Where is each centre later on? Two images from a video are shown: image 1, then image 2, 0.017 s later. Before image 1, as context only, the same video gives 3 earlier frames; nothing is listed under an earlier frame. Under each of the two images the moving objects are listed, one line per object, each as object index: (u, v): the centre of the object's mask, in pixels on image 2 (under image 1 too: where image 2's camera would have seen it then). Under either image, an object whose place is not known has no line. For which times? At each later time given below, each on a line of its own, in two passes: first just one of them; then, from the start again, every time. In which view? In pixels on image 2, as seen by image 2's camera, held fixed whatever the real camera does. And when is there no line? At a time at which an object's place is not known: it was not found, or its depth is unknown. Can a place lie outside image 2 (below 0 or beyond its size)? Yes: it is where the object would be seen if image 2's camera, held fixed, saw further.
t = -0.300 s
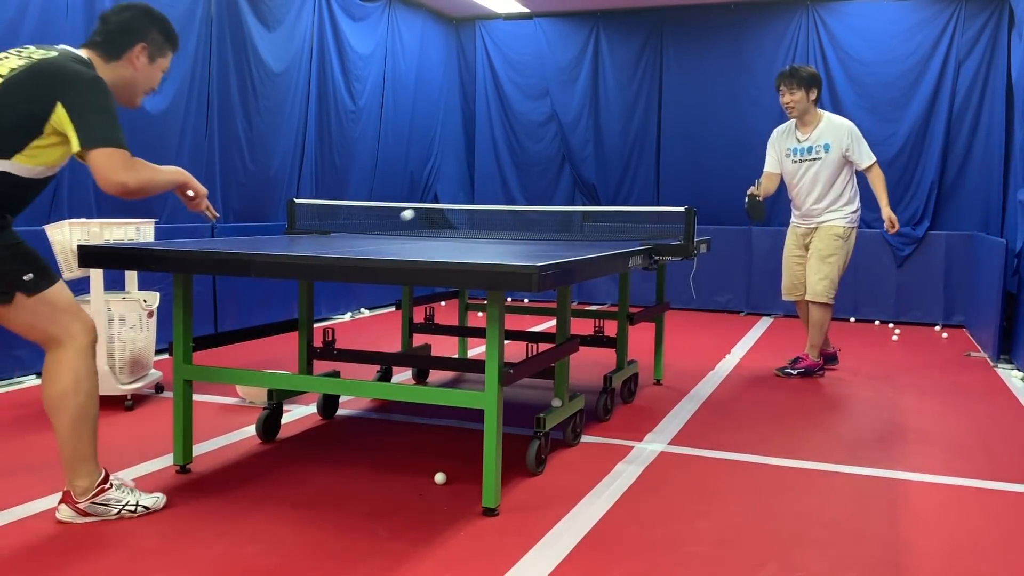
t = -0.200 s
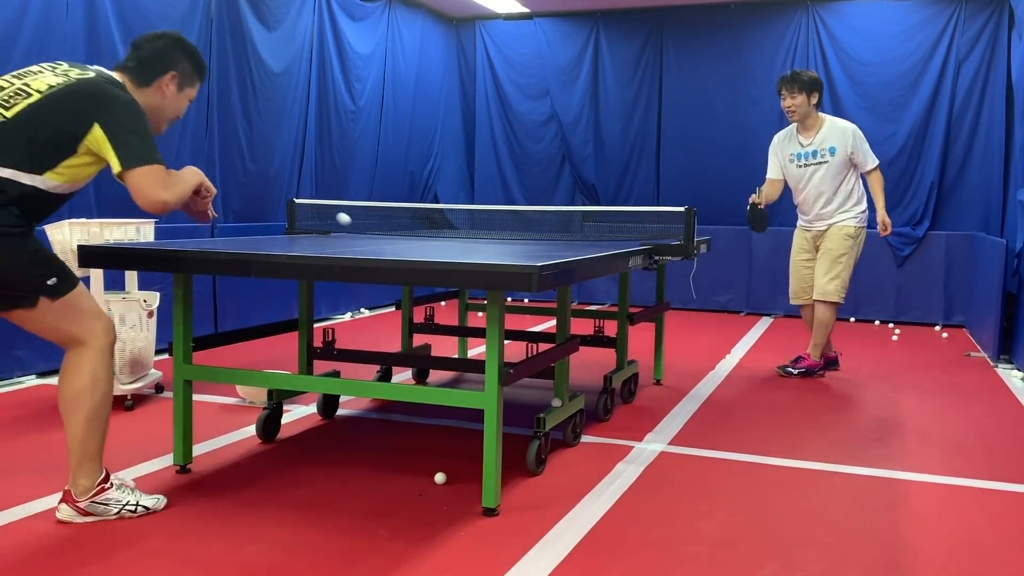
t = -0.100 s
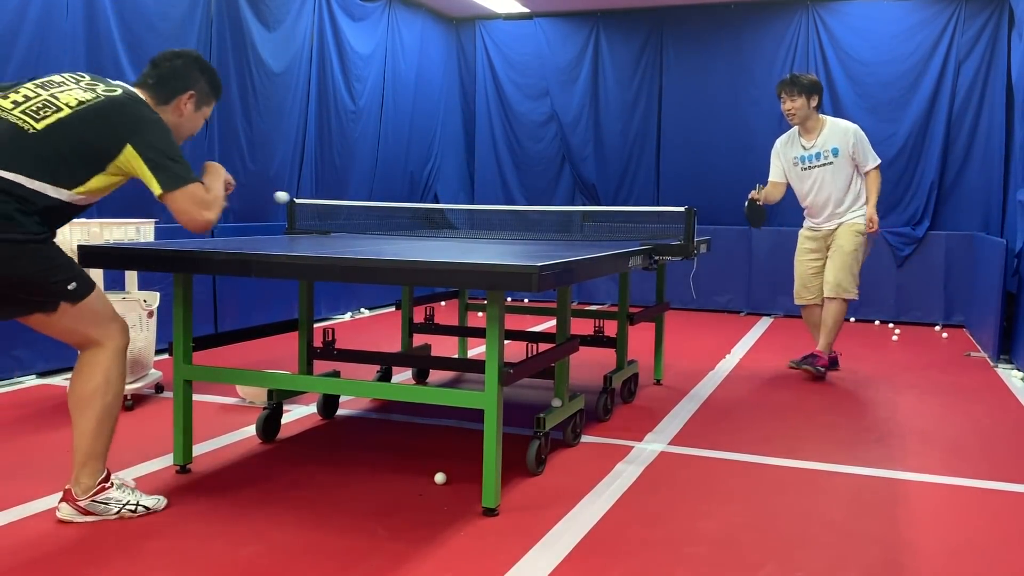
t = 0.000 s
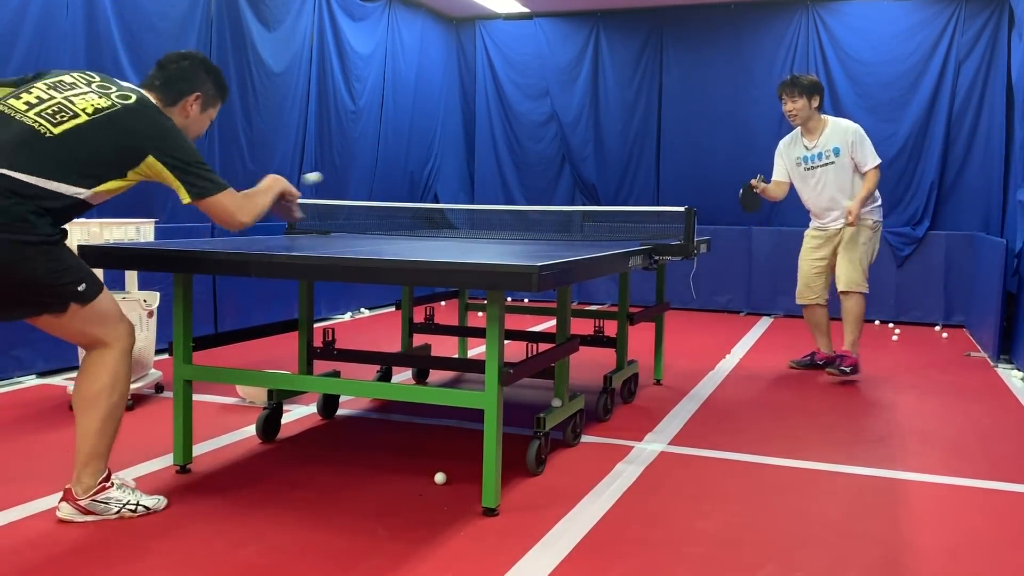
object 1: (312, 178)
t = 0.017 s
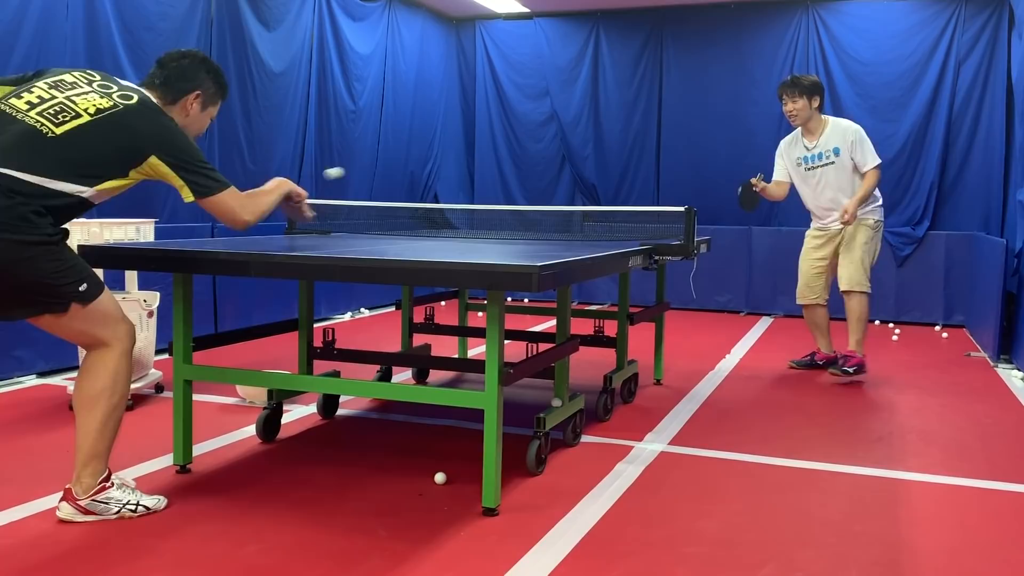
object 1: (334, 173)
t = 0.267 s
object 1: (559, 172)
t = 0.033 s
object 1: (355, 169)
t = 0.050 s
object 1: (375, 165)
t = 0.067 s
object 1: (394, 162)
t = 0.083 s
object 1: (411, 160)
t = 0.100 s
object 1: (428, 159)
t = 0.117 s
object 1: (444, 158)
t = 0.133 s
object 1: (459, 157)
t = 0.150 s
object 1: (474, 158)
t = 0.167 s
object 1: (488, 158)
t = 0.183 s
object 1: (501, 159)
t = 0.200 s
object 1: (514, 161)
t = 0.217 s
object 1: (526, 163)
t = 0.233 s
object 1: (537, 166)
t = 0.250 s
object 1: (549, 169)
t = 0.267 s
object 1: (559, 172)
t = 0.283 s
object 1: (569, 175)
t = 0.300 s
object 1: (580, 180)
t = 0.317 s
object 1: (589, 184)
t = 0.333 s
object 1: (598, 188)
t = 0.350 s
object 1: (607, 193)
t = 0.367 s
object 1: (616, 199)
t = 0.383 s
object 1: (624, 203)
